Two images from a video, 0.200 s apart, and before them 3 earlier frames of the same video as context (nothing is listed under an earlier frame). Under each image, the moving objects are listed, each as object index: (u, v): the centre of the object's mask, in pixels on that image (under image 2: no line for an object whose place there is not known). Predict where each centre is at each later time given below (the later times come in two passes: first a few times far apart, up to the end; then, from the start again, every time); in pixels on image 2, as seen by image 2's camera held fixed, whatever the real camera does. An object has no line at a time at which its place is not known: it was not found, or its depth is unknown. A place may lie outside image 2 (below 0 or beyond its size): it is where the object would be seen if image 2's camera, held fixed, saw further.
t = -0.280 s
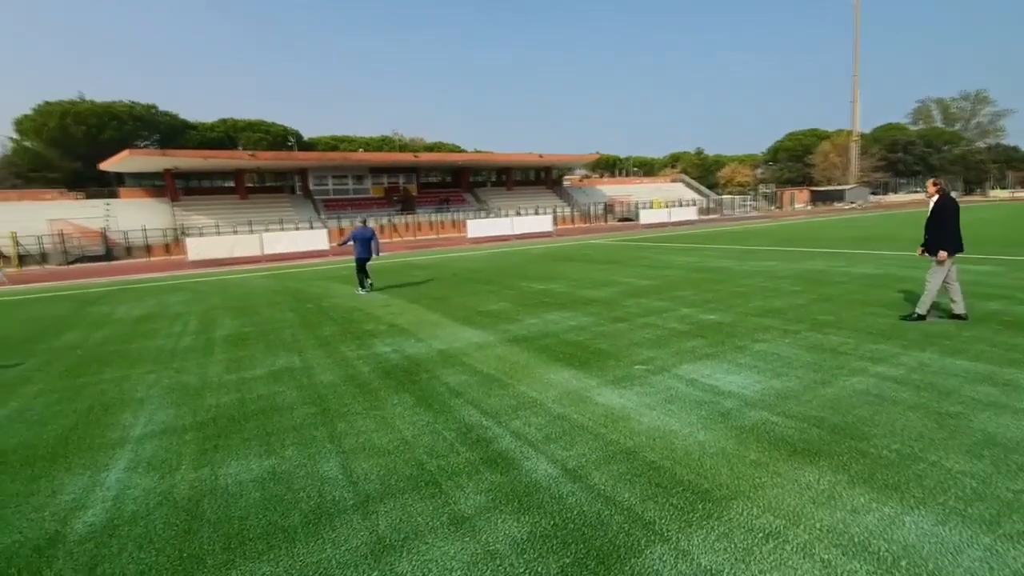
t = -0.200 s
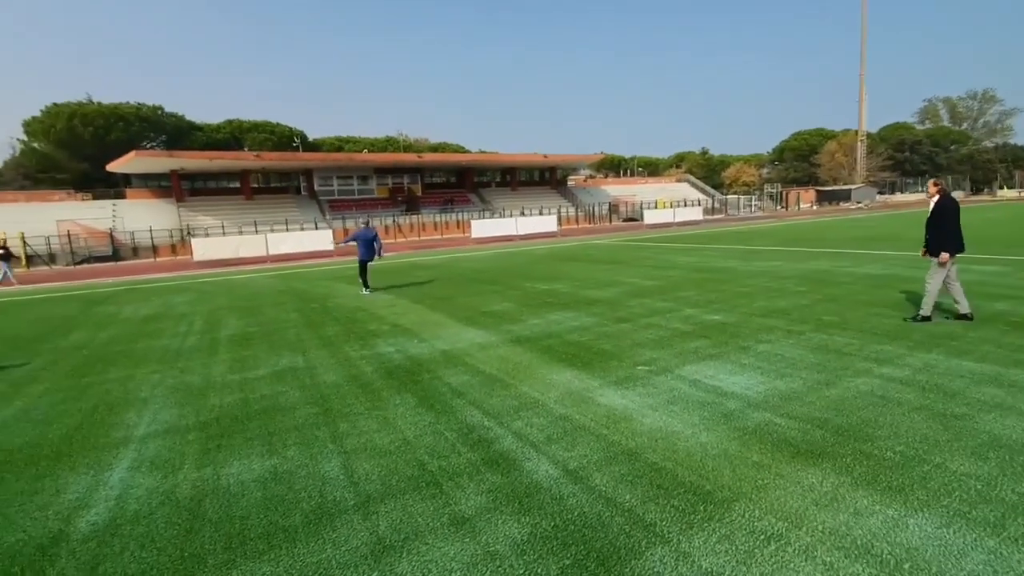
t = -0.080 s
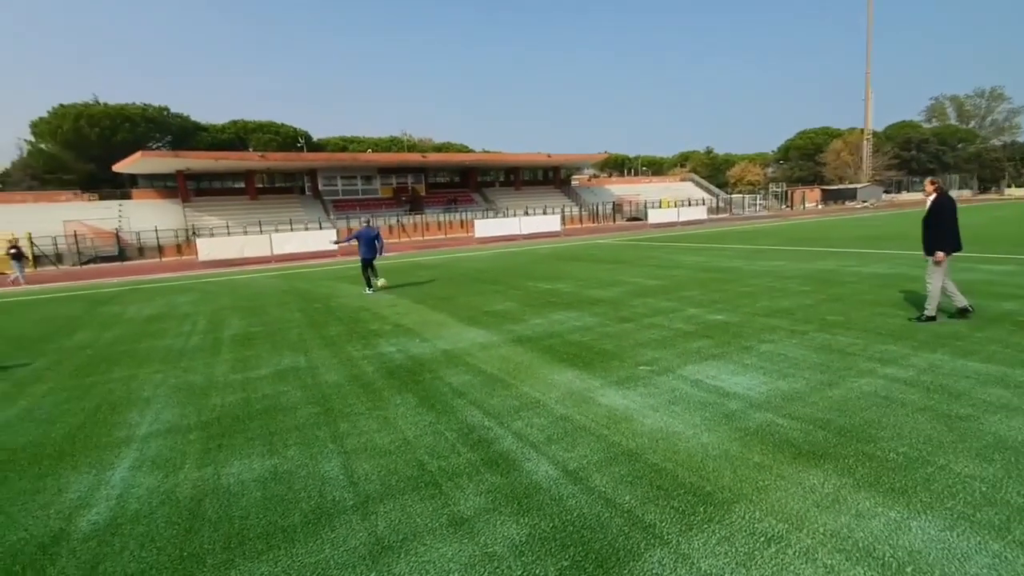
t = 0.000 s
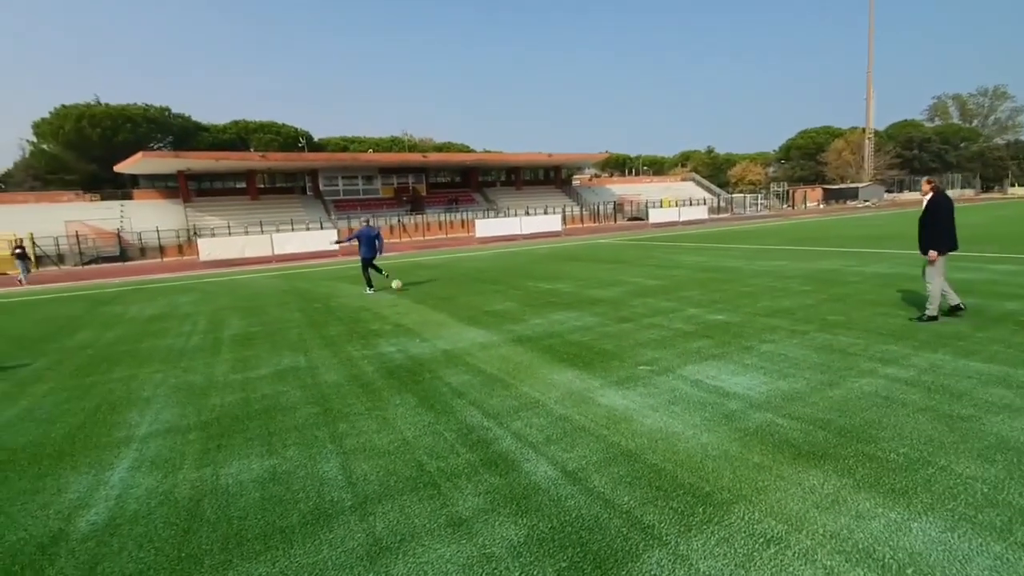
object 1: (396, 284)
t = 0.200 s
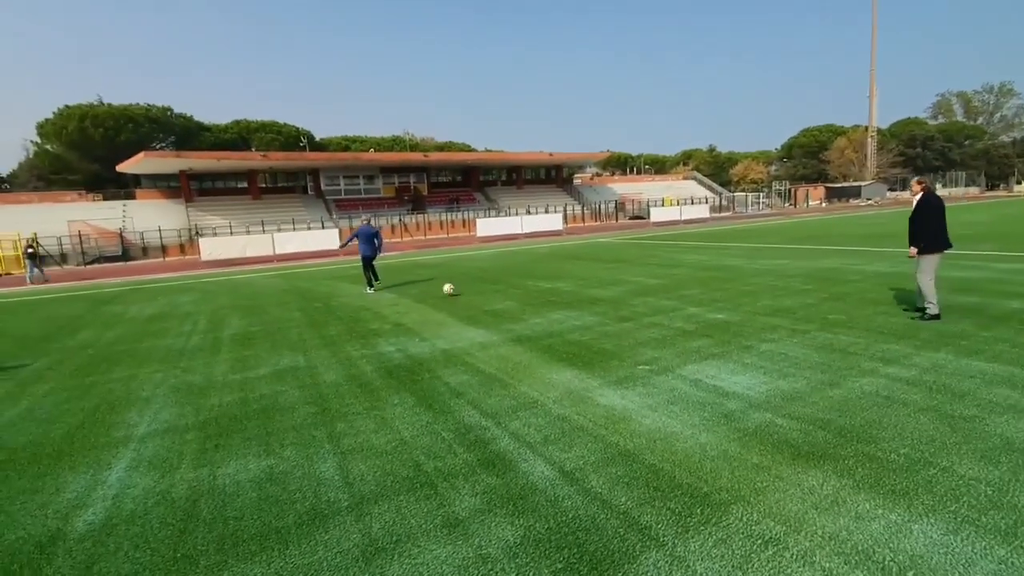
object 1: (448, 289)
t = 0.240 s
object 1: (458, 291)
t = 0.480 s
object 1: (526, 299)
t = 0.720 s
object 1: (591, 305)
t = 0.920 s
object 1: (655, 312)
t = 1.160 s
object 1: (743, 322)
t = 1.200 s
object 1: (757, 324)
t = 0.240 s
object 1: (458, 291)
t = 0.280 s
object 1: (471, 293)
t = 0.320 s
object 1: (481, 294)
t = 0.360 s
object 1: (492, 294)
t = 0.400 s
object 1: (503, 295)
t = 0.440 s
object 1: (515, 297)
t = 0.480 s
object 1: (526, 299)
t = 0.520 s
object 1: (536, 300)
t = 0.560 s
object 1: (548, 300)
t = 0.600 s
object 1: (557, 301)
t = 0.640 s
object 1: (568, 302)
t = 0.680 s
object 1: (581, 304)
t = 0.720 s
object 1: (591, 305)
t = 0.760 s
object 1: (605, 307)
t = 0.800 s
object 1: (616, 308)
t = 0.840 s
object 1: (626, 310)
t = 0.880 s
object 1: (640, 311)
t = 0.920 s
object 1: (655, 312)
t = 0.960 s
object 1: (669, 315)
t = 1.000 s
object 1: (681, 316)
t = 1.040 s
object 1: (694, 317)
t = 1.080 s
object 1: (708, 318)
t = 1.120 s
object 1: (727, 321)
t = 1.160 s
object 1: (743, 322)
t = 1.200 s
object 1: (757, 324)
